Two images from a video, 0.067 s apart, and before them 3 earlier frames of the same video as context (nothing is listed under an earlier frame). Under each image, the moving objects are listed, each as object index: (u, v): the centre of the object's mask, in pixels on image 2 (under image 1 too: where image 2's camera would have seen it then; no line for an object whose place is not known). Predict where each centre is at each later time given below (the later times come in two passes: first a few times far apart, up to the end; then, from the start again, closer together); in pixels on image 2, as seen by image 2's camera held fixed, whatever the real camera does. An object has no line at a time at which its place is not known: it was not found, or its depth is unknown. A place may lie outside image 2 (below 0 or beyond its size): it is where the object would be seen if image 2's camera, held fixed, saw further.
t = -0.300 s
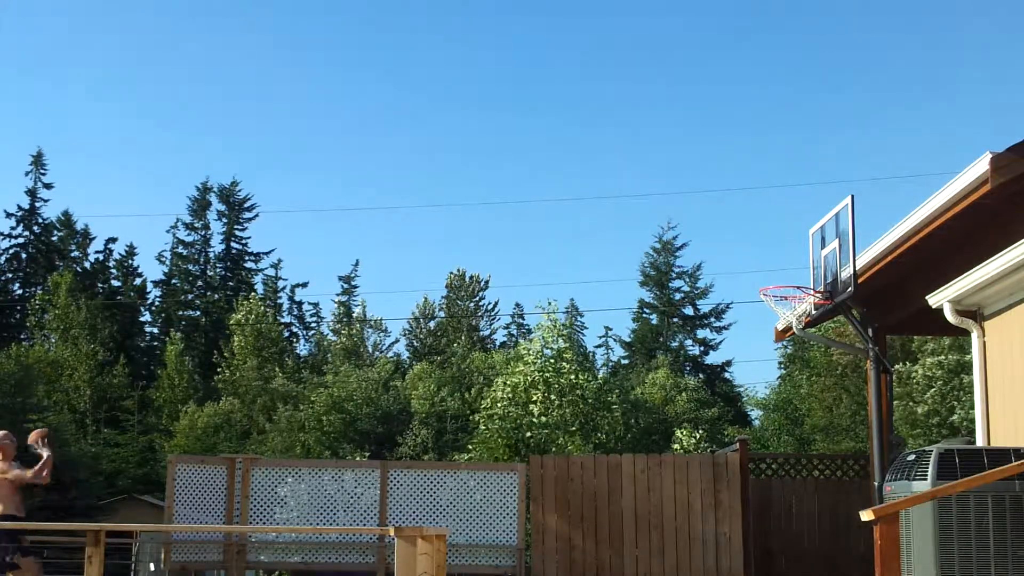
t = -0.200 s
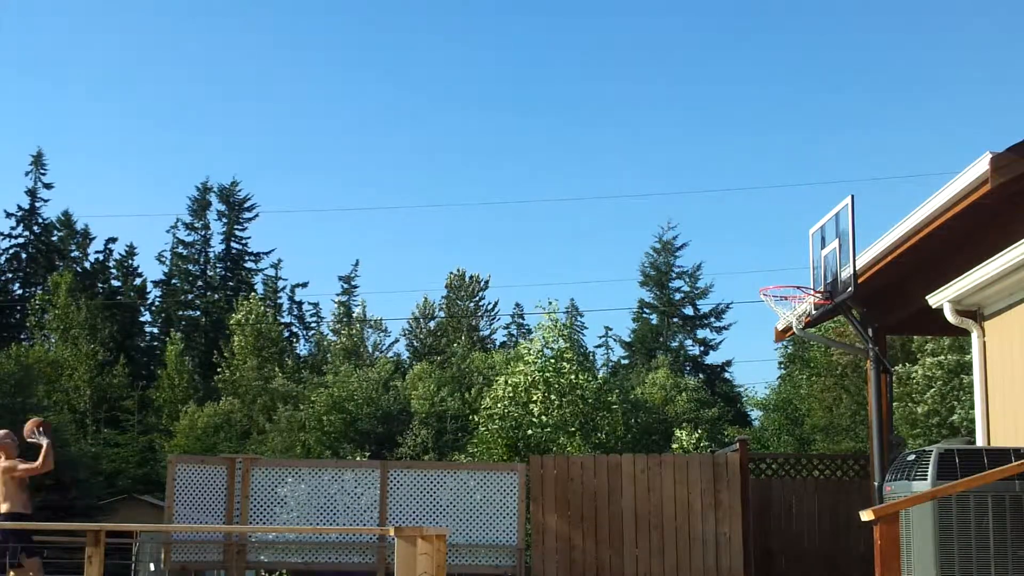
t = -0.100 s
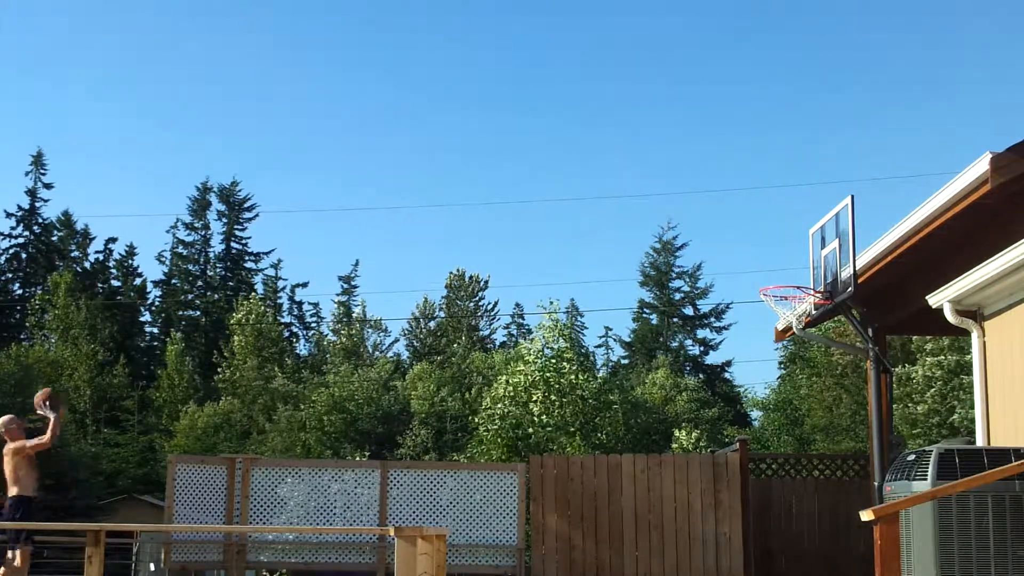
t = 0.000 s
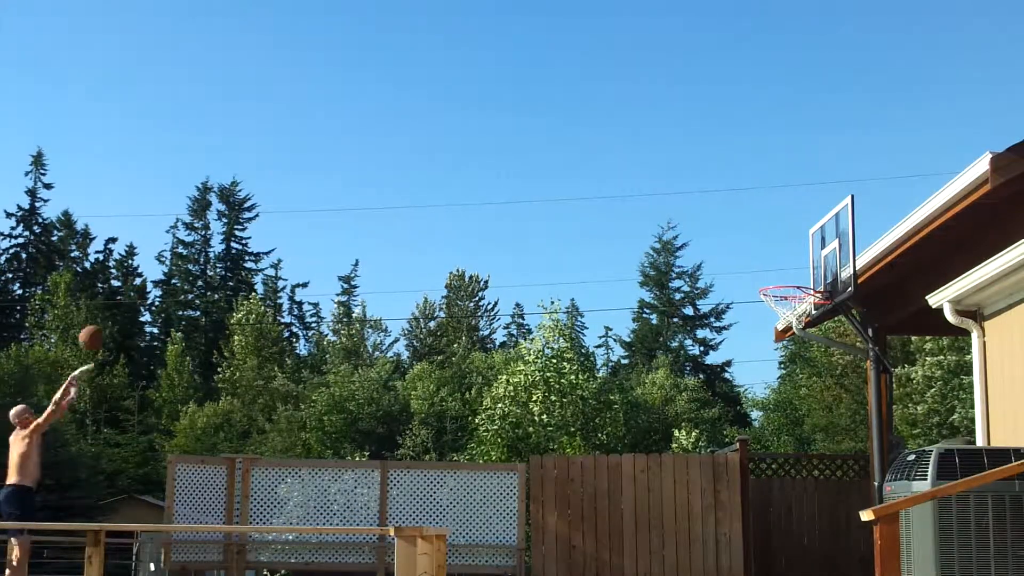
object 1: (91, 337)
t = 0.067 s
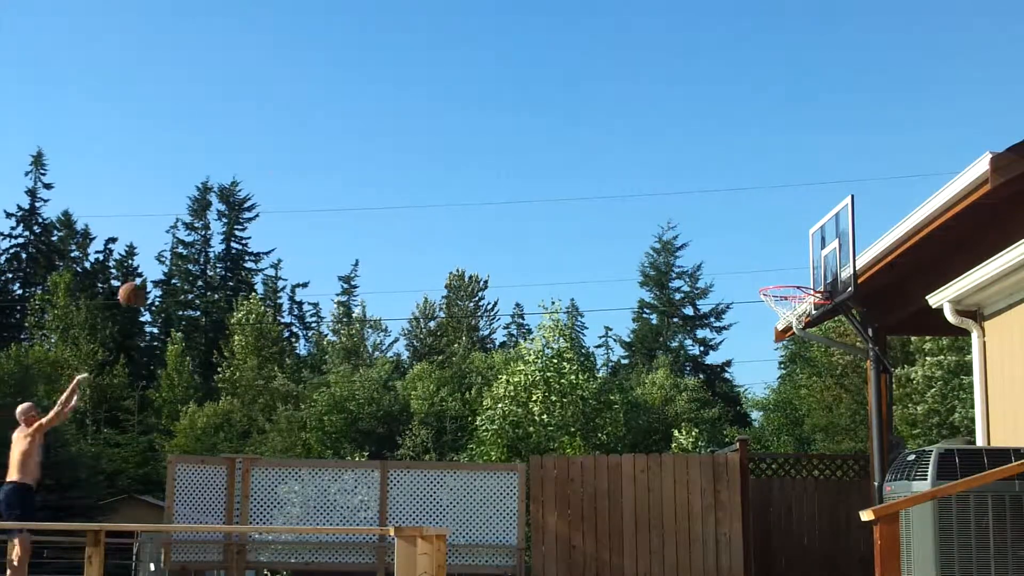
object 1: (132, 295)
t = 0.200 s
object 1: (209, 222)
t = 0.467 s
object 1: (357, 132)
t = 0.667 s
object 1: (464, 112)
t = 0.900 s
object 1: (588, 138)
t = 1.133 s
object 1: (713, 223)
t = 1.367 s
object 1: (807, 320)
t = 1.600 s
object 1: (807, 354)
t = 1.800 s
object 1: (805, 445)
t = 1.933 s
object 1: (806, 539)
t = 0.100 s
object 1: (151, 275)
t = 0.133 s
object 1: (170, 255)
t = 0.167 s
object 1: (191, 240)
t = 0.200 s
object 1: (209, 222)
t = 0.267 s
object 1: (246, 193)
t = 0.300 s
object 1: (266, 181)
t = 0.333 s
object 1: (285, 169)
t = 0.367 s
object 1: (303, 158)
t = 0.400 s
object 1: (321, 149)
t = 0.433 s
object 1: (339, 140)
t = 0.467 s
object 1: (357, 132)
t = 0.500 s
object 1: (375, 126)
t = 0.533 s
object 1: (393, 121)
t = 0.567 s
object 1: (411, 117)
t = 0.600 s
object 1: (428, 115)
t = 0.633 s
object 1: (446, 113)
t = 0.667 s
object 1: (464, 112)
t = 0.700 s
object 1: (482, 112)
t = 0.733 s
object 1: (499, 114)
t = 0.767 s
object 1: (517, 116)
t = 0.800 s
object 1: (534, 120)
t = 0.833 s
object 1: (552, 125)
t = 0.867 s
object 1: (570, 131)
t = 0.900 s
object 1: (588, 138)
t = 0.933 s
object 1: (605, 147)
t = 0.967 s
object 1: (623, 156)
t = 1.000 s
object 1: (641, 167)
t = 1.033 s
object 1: (658, 179)
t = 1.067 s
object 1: (677, 193)
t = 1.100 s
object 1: (695, 207)
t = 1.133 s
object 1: (713, 223)
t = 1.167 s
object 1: (731, 240)
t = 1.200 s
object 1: (750, 259)
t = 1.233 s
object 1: (768, 277)
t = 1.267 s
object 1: (786, 296)
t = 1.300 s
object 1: (803, 310)
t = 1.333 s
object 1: (804, 318)
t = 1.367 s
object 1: (807, 320)
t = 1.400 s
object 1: (808, 319)
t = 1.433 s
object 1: (809, 319)
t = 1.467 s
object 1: (806, 325)
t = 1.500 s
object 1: (807, 329)
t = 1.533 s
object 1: (807, 337)
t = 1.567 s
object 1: (807, 345)
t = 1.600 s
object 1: (807, 354)
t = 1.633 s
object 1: (806, 365)
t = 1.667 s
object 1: (806, 378)
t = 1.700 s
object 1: (806, 392)
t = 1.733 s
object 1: (805, 408)
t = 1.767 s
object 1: (805, 425)
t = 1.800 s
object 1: (805, 445)
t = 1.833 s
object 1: (806, 464)
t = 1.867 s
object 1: (805, 488)
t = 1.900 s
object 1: (806, 513)
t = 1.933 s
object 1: (806, 539)
